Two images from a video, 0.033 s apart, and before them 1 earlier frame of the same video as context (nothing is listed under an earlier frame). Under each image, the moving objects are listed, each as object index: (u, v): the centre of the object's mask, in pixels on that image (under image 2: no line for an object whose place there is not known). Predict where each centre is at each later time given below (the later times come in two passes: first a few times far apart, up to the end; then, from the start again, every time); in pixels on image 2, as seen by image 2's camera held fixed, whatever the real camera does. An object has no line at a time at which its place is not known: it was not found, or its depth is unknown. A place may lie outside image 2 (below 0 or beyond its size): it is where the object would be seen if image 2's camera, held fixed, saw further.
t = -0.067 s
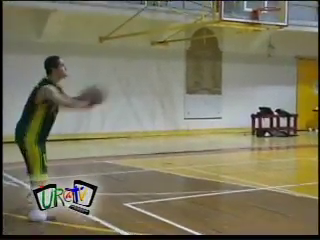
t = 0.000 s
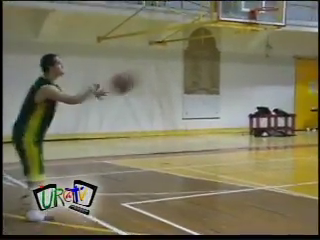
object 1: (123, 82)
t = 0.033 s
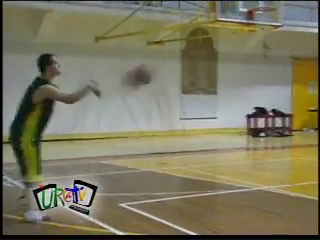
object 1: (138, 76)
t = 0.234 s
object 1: (239, 48)
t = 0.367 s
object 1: (304, 36)
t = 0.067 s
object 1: (157, 70)
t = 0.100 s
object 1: (171, 66)
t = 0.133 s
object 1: (189, 59)
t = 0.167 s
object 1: (208, 55)
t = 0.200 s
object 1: (222, 52)
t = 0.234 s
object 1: (239, 48)
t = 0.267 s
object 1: (257, 44)
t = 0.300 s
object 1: (272, 41)
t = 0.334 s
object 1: (285, 38)
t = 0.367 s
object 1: (304, 36)
